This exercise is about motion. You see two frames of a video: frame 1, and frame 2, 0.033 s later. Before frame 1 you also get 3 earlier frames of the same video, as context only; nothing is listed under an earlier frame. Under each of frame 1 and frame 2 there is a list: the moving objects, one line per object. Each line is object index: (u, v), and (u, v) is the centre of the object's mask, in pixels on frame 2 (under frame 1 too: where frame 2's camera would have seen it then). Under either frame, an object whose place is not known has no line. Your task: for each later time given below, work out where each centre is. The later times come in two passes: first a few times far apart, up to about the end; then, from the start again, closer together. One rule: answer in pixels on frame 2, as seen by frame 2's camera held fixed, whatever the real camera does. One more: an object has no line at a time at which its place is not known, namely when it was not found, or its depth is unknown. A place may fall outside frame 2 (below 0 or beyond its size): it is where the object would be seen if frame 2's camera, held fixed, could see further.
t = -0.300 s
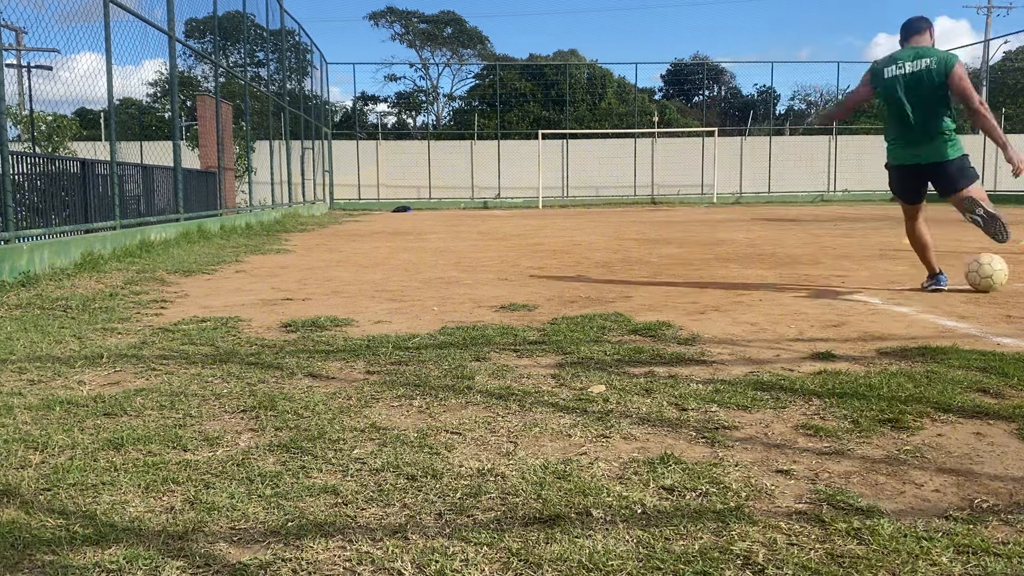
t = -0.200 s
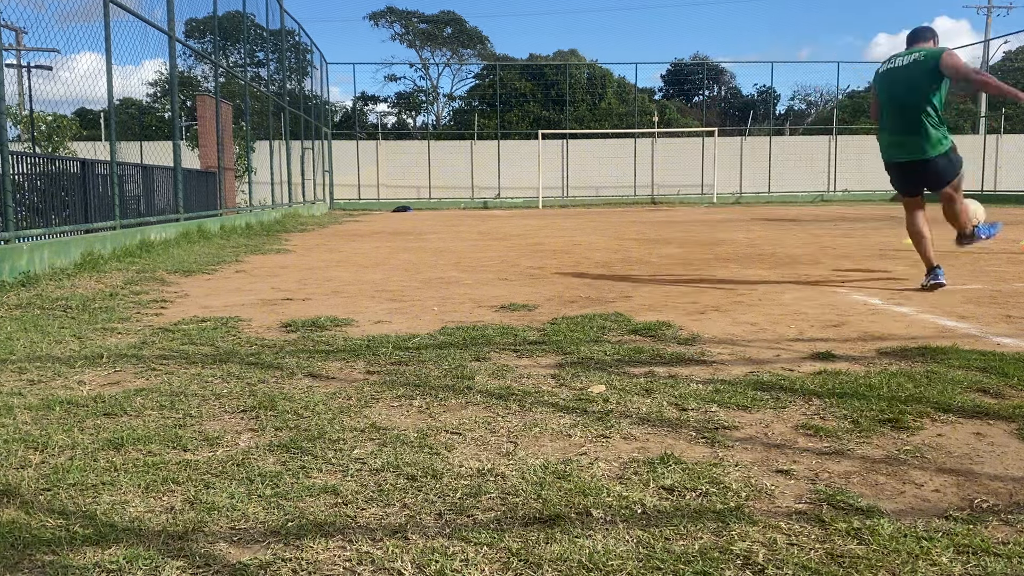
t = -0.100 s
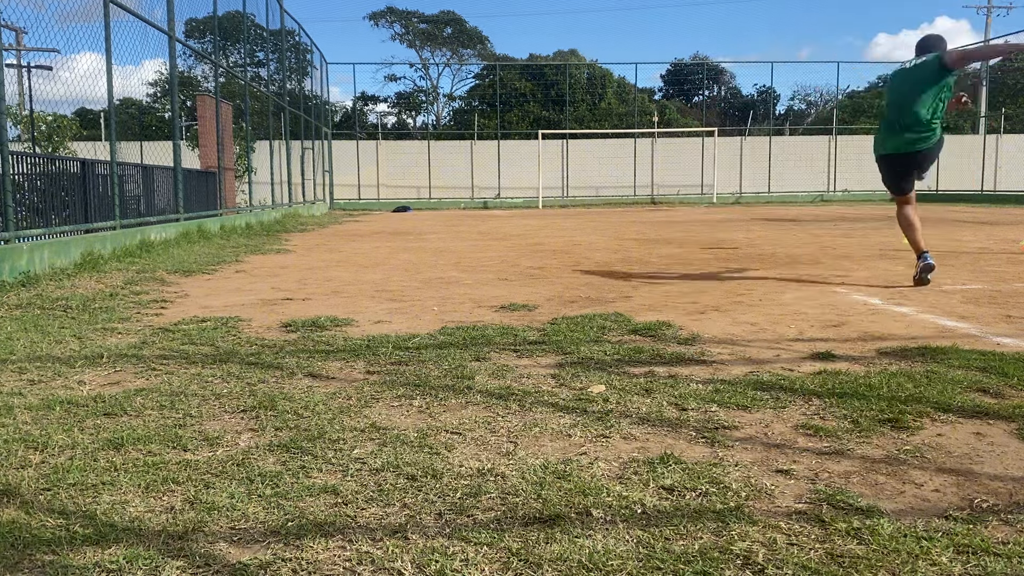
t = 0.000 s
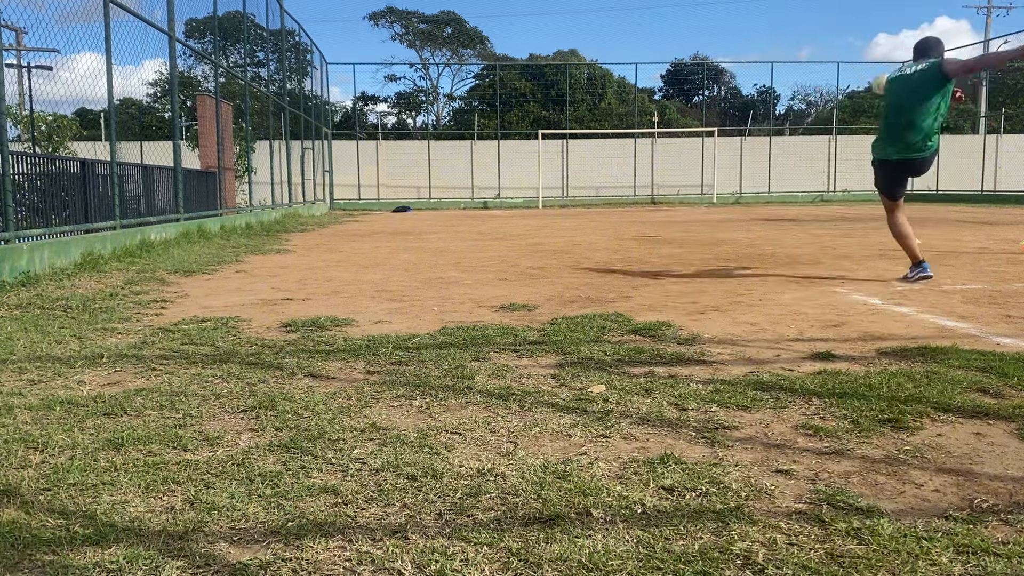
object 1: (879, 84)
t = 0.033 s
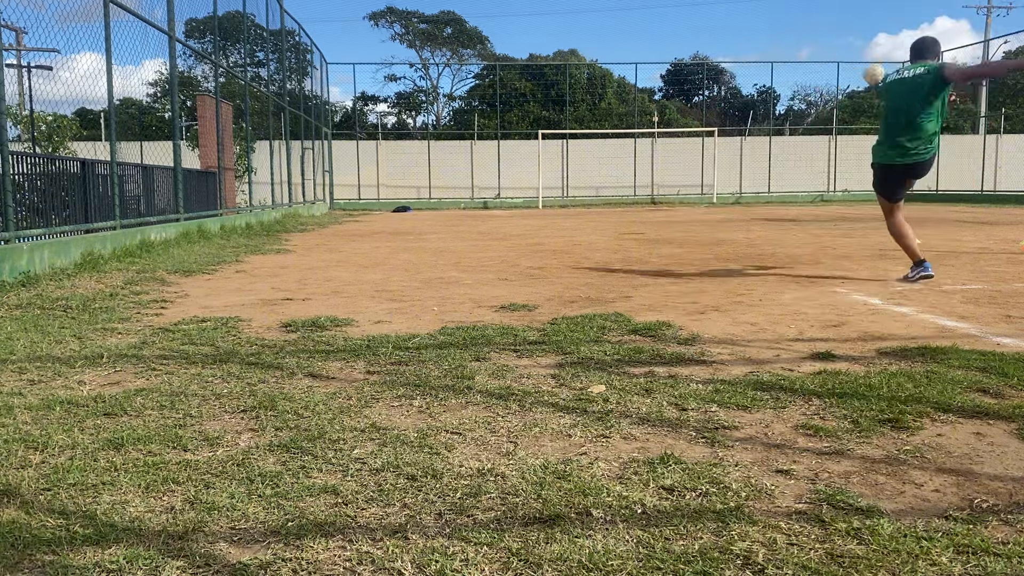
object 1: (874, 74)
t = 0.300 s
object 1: (813, 40)
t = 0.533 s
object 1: (777, 47)
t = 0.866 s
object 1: (735, 82)
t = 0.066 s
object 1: (864, 65)
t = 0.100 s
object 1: (856, 58)
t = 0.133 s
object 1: (848, 53)
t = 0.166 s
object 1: (840, 49)
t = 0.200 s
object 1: (832, 45)
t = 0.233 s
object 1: (826, 42)
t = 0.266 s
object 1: (820, 41)
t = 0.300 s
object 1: (813, 40)
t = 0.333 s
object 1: (807, 40)
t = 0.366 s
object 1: (802, 40)
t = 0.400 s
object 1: (796, 40)
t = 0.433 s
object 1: (791, 42)
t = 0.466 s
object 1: (786, 43)
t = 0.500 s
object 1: (781, 45)
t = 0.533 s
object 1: (777, 47)
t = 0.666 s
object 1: (759, 57)
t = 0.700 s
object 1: (755, 62)
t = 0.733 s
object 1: (751, 65)
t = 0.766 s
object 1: (746, 69)
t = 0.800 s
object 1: (742, 73)
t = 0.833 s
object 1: (738, 77)
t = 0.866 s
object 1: (735, 82)
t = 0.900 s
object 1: (731, 86)
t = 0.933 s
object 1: (727, 91)
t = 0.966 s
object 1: (724, 96)
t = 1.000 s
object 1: (721, 101)
